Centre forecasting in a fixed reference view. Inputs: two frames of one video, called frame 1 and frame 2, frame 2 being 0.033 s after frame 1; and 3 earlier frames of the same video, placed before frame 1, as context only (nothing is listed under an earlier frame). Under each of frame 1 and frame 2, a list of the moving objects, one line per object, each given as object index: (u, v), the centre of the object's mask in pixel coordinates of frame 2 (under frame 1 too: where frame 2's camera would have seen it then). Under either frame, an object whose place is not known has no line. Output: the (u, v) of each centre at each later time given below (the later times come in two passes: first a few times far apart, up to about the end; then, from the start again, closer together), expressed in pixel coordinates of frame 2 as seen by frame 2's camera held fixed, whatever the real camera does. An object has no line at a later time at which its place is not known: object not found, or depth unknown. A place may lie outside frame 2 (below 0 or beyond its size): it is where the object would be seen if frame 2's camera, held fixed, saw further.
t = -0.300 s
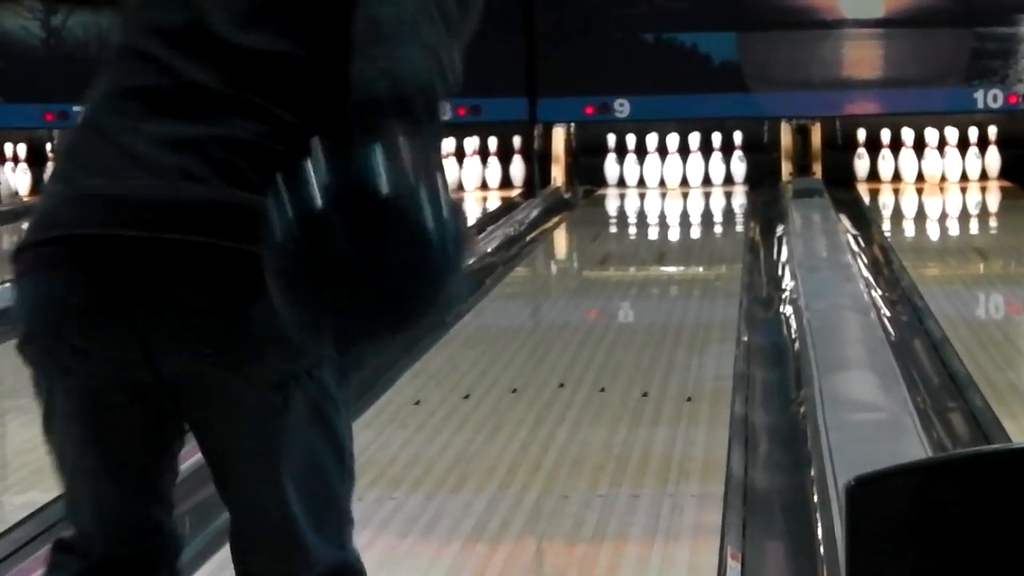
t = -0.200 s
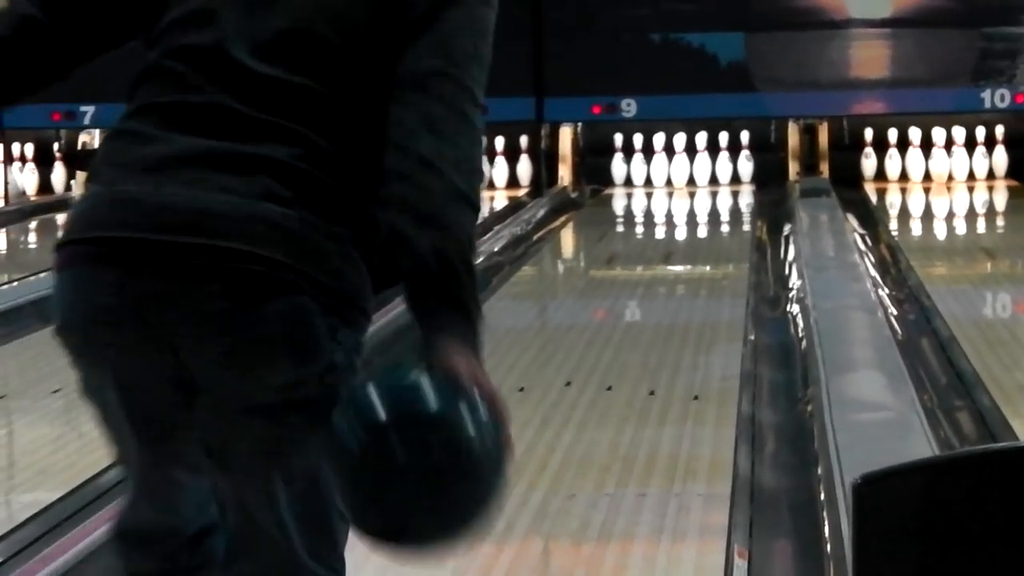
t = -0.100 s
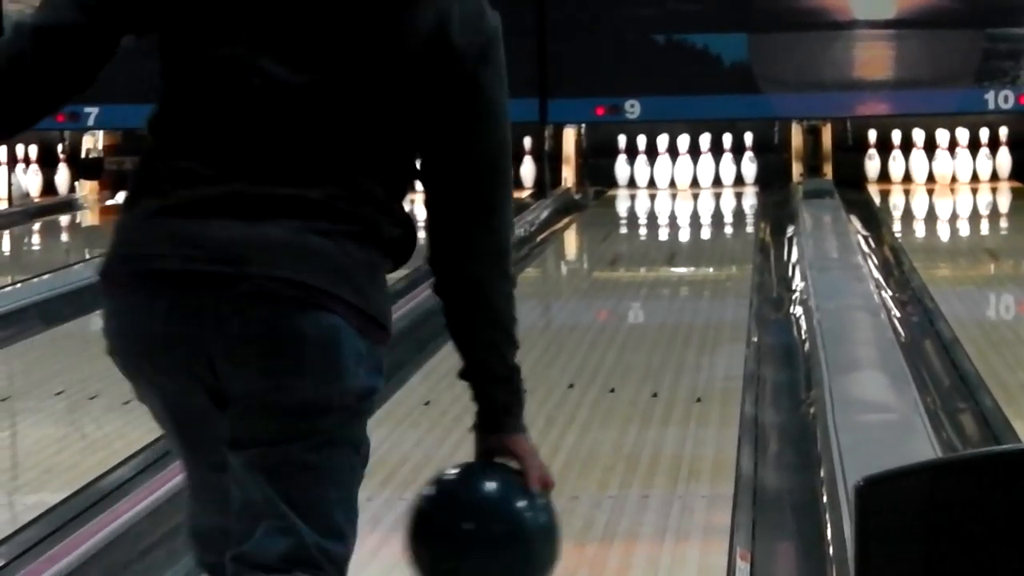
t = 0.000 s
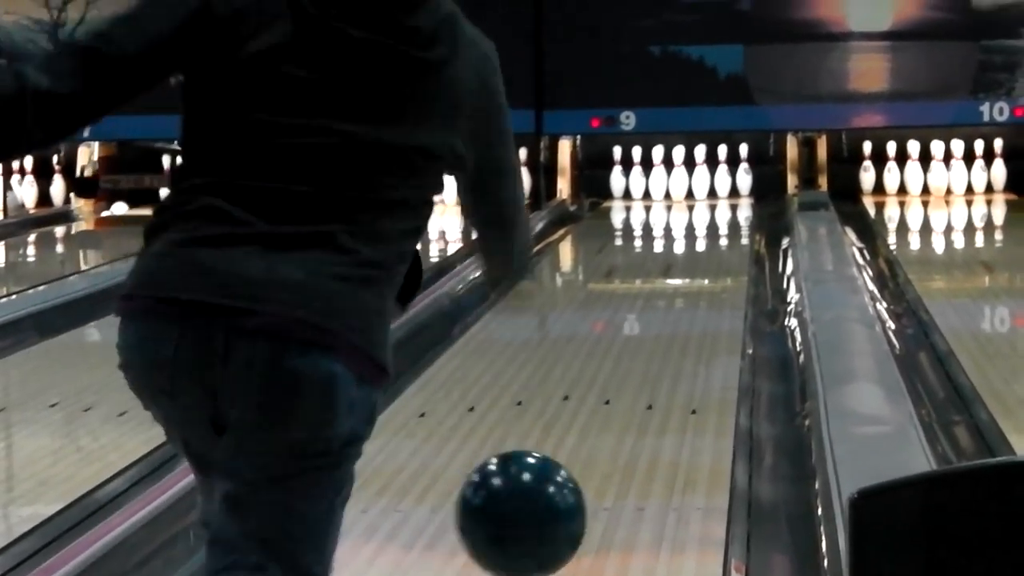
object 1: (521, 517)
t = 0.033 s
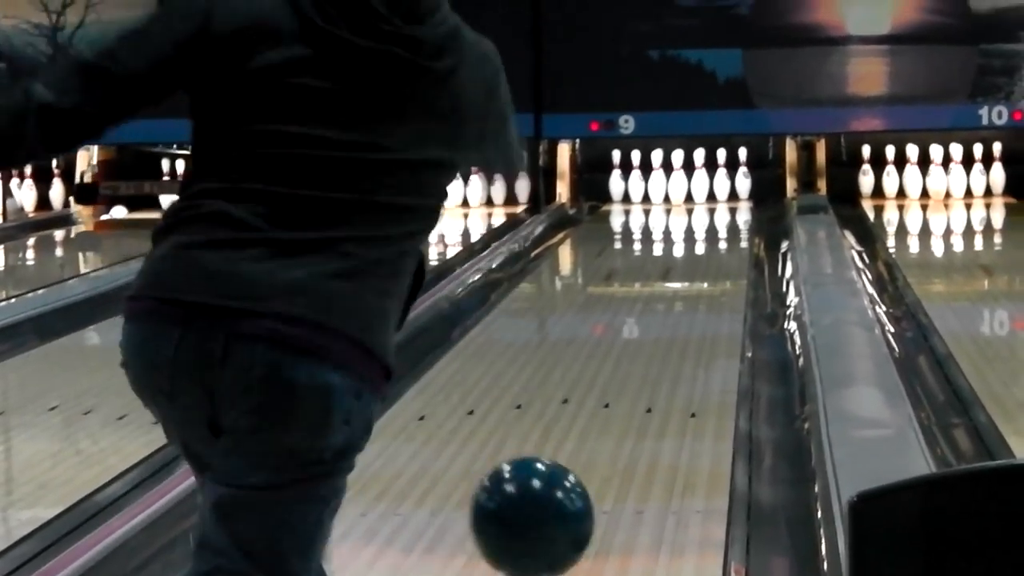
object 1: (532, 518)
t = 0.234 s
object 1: (580, 458)
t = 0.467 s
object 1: (614, 397)
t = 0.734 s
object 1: (637, 332)
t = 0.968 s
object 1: (652, 294)
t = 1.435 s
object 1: (666, 241)
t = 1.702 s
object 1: (675, 220)
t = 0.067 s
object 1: (541, 523)
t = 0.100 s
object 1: (551, 531)
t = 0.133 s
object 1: (560, 531)
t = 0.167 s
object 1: (567, 501)
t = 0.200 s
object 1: (574, 476)
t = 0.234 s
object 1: (580, 458)
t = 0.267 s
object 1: (586, 446)
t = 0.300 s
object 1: (591, 439)
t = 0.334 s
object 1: (596, 437)
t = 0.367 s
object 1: (601, 429)
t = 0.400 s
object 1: (606, 416)
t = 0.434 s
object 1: (610, 407)
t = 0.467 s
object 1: (614, 397)
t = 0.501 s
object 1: (617, 388)
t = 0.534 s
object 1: (621, 378)
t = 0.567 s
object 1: (624, 370)
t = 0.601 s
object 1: (627, 362)
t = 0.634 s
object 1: (630, 354)
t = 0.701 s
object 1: (635, 339)
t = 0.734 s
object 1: (637, 332)
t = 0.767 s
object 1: (640, 326)
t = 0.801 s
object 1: (642, 319)
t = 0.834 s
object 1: (645, 313)
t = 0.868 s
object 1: (647, 308)
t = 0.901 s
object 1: (649, 303)
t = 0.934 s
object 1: (650, 298)
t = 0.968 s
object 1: (652, 294)
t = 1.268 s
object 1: (665, 256)
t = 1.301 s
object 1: (665, 253)
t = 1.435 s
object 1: (666, 241)
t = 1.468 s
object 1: (668, 238)
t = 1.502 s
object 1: (672, 232)
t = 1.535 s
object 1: (671, 233)
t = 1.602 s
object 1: (672, 225)
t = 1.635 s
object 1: (673, 225)
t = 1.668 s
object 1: (674, 224)
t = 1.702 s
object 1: (675, 220)
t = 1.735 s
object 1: (677, 216)
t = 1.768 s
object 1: (675, 213)
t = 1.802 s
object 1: (677, 210)
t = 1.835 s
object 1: (679, 206)
